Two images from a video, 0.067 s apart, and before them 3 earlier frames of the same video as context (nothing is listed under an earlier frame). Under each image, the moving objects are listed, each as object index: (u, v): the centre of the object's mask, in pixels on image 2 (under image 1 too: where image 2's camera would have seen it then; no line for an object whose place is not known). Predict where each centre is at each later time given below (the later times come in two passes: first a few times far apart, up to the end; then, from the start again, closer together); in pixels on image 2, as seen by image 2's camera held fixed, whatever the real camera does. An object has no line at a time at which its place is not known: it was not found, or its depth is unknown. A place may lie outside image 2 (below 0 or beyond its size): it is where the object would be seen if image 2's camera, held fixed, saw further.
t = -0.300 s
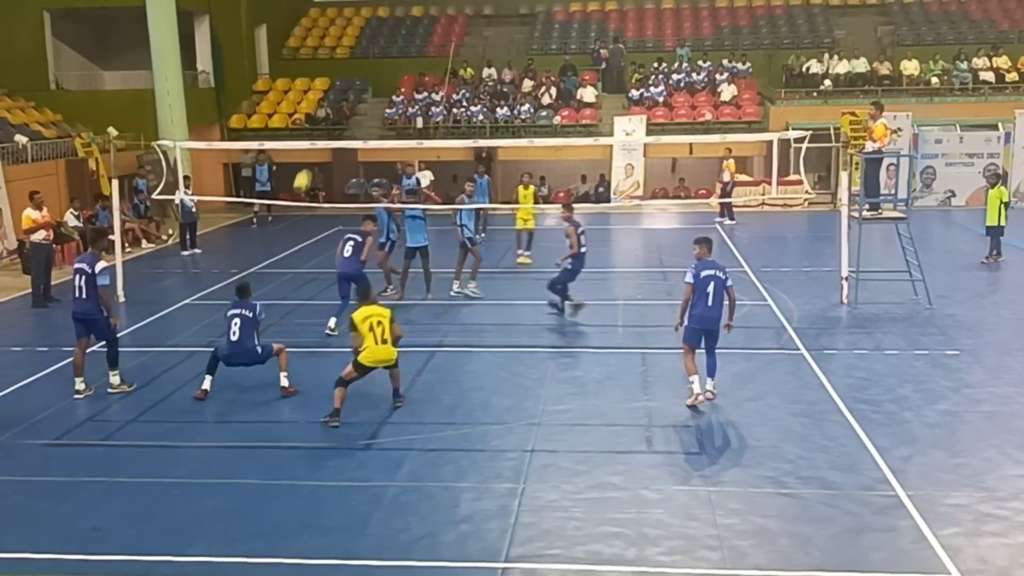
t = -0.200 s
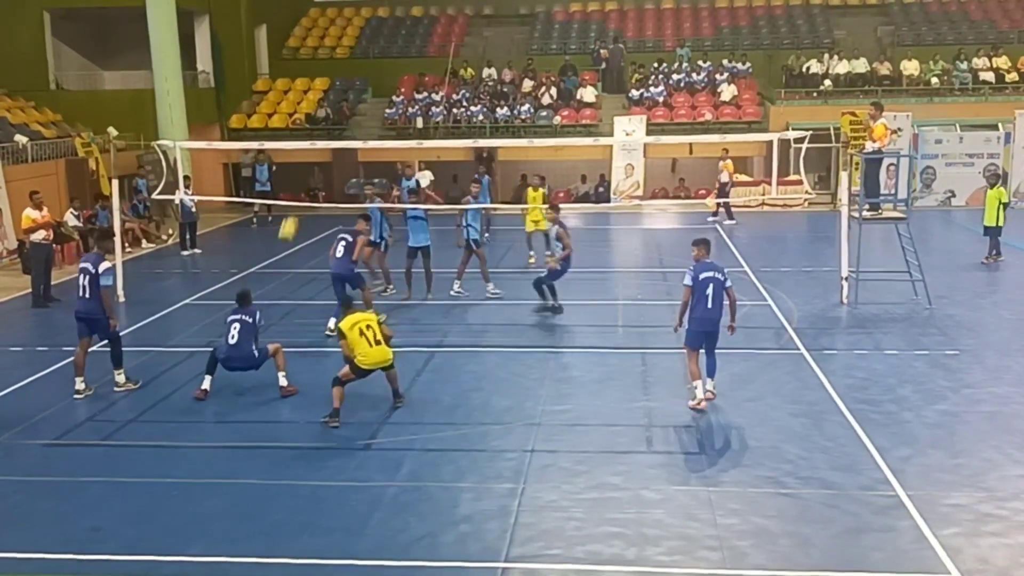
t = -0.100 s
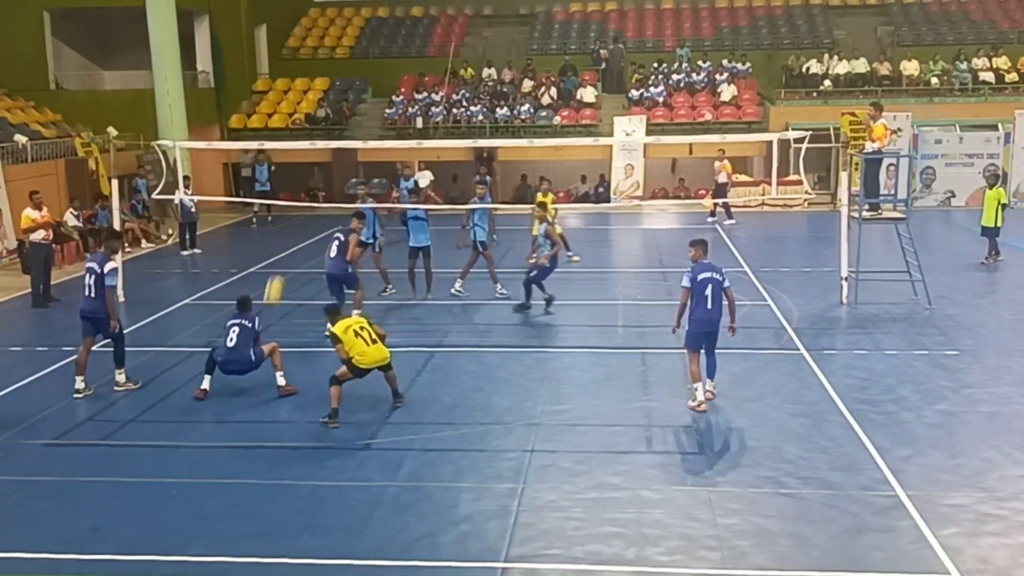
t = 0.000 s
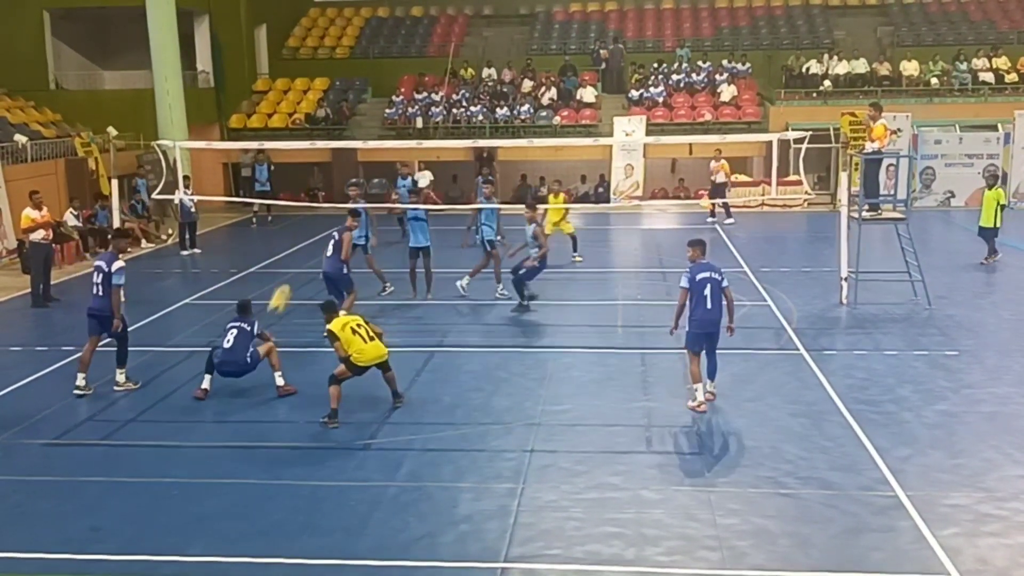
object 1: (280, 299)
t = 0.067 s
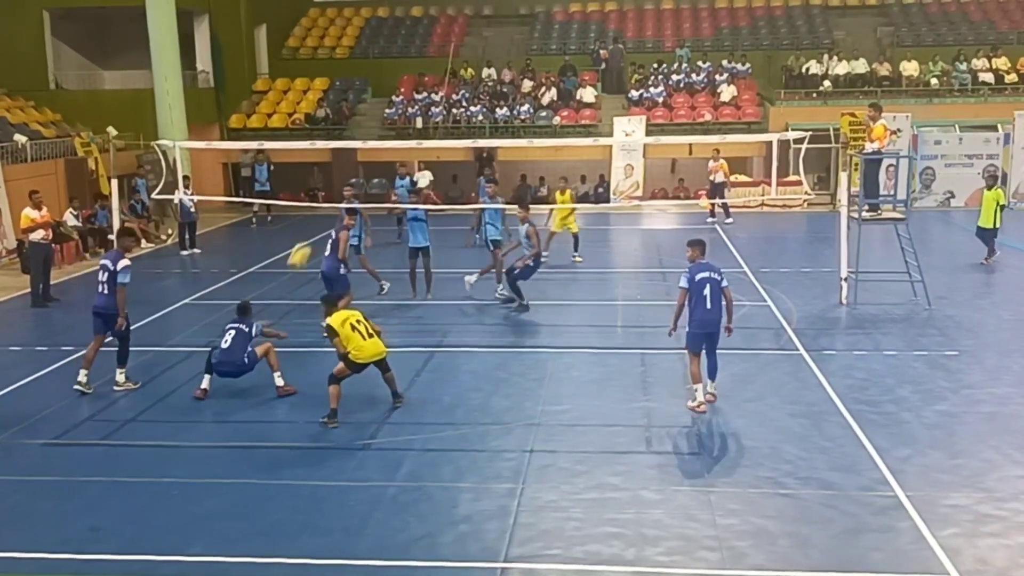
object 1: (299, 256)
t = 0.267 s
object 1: (357, 152)
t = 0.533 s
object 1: (435, 68)
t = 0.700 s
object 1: (482, 47)
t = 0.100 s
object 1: (309, 236)
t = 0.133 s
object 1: (319, 218)
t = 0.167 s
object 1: (331, 196)
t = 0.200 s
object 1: (339, 181)
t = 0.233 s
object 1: (348, 166)
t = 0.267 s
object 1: (357, 152)
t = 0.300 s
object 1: (369, 136)
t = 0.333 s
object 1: (378, 124)
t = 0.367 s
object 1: (387, 113)
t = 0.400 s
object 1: (397, 100)
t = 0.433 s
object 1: (406, 91)
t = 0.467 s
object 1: (416, 83)
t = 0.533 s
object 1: (435, 68)
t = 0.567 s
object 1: (445, 61)
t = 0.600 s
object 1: (454, 56)
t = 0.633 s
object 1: (463, 52)
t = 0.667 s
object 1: (472, 49)
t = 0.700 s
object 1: (482, 47)
